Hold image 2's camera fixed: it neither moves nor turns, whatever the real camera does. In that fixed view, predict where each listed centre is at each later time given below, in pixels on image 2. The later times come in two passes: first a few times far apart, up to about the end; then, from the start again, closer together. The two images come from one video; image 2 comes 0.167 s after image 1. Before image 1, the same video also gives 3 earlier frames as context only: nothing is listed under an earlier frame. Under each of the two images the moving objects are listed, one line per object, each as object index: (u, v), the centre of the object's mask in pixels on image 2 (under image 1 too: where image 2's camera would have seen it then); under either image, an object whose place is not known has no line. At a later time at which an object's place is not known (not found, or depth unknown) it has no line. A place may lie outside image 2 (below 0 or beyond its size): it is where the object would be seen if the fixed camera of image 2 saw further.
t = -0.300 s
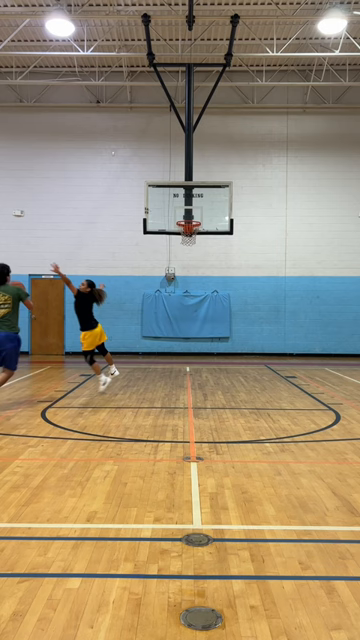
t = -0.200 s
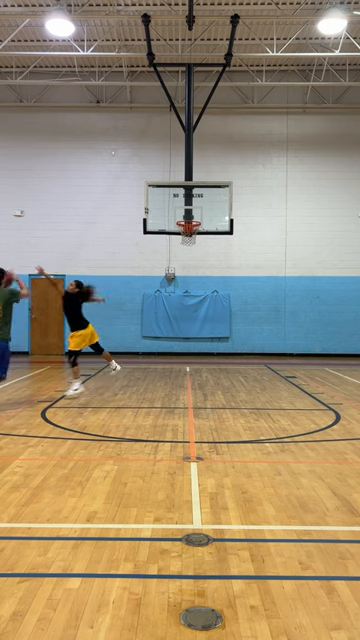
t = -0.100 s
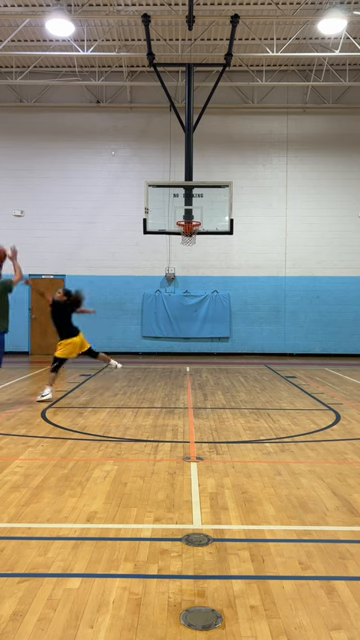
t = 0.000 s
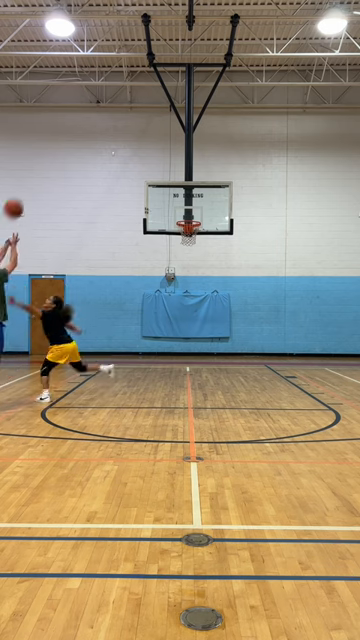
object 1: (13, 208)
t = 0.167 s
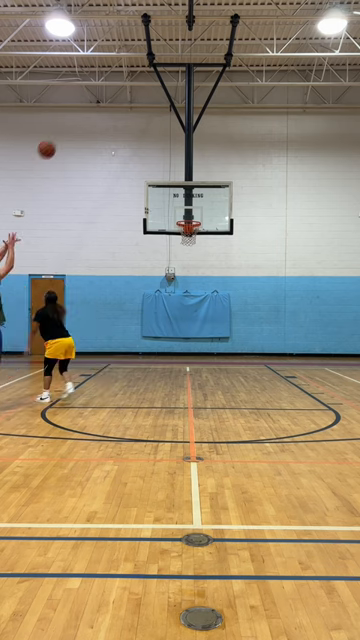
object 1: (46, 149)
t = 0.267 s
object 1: (64, 126)
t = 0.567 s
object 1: (110, 102)
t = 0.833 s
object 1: (144, 127)
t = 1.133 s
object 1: (176, 195)
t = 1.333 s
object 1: (194, 258)
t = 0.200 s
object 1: (52, 141)
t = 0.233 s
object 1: (58, 132)
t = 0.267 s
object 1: (64, 126)
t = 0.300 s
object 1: (70, 120)
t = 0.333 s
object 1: (75, 115)
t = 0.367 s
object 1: (80, 111)
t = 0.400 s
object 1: (86, 107)
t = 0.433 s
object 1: (91, 105)
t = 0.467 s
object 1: (96, 103)
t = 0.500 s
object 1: (101, 102)
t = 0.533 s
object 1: (105, 102)
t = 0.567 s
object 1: (110, 102)
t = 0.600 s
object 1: (115, 103)
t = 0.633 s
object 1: (119, 105)
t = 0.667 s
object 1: (123, 107)
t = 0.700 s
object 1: (128, 110)
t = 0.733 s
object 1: (132, 113)
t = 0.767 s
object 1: (136, 117)
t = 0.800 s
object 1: (140, 122)
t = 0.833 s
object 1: (144, 127)
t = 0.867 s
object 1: (148, 133)
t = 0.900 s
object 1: (152, 139)
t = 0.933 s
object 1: (156, 146)
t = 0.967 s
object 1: (159, 153)
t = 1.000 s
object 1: (163, 161)
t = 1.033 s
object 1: (166, 169)
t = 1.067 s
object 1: (169, 177)
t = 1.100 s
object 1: (173, 185)
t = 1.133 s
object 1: (176, 195)
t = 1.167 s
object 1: (179, 204)
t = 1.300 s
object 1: (192, 247)
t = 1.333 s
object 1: (194, 258)
